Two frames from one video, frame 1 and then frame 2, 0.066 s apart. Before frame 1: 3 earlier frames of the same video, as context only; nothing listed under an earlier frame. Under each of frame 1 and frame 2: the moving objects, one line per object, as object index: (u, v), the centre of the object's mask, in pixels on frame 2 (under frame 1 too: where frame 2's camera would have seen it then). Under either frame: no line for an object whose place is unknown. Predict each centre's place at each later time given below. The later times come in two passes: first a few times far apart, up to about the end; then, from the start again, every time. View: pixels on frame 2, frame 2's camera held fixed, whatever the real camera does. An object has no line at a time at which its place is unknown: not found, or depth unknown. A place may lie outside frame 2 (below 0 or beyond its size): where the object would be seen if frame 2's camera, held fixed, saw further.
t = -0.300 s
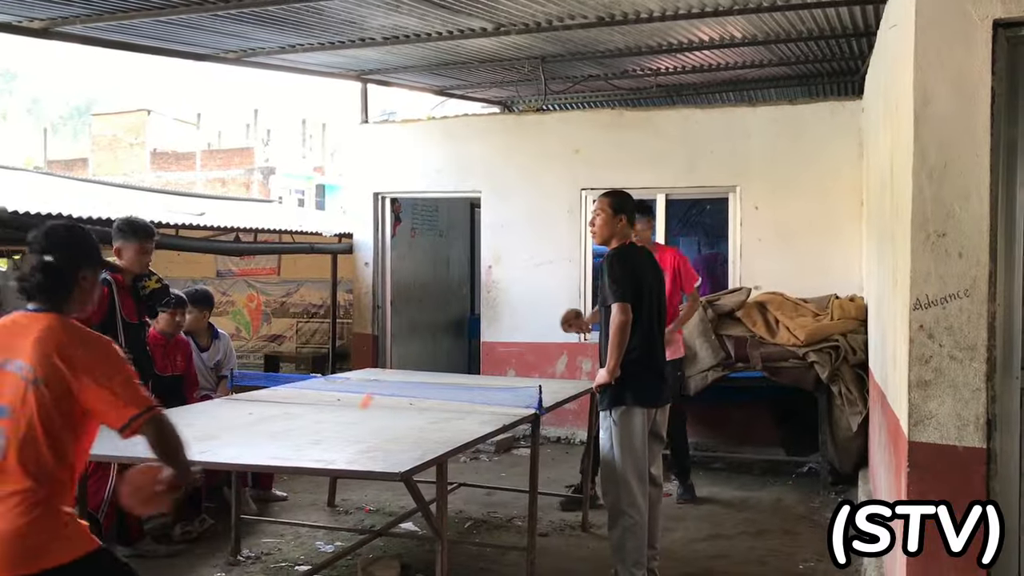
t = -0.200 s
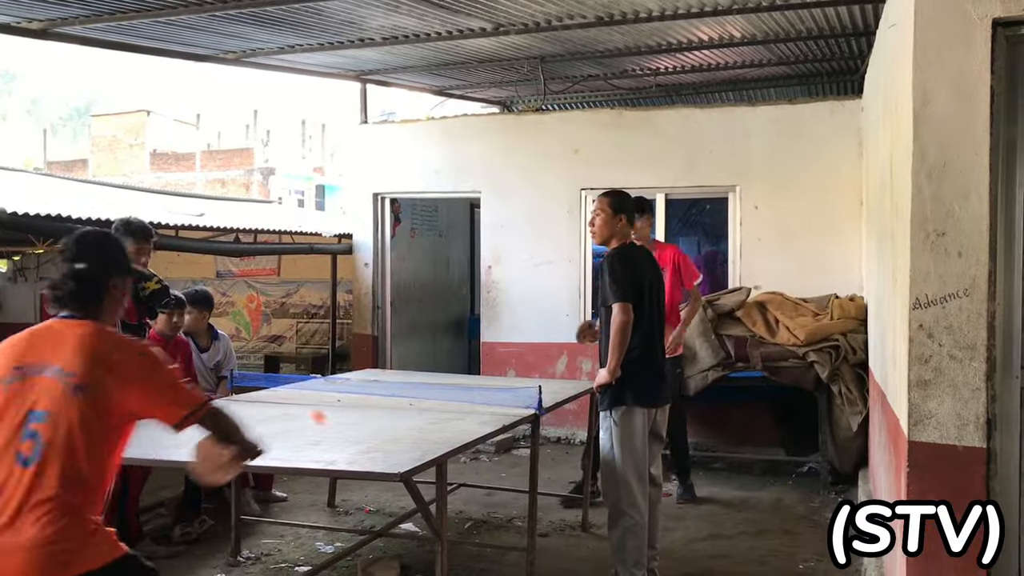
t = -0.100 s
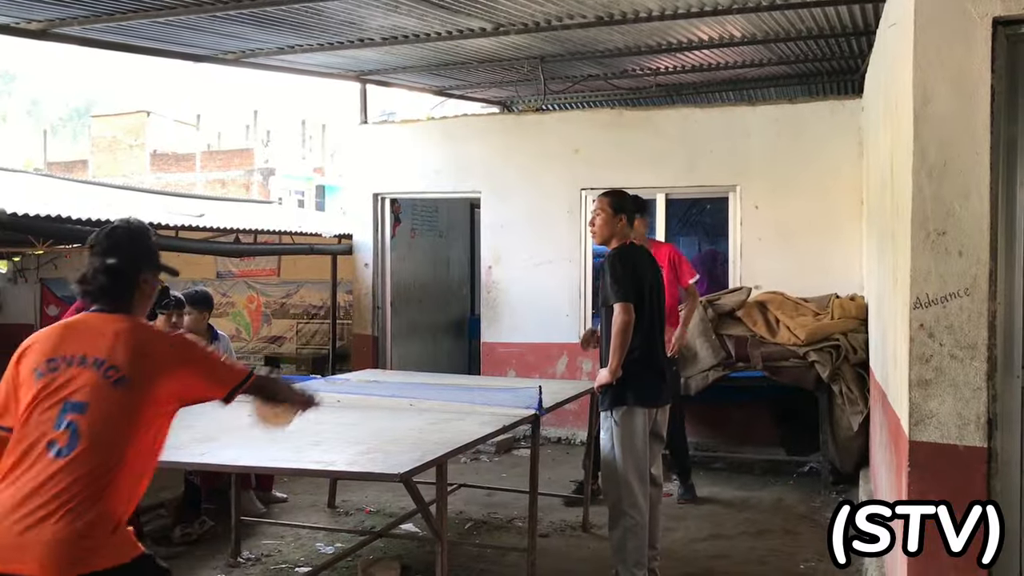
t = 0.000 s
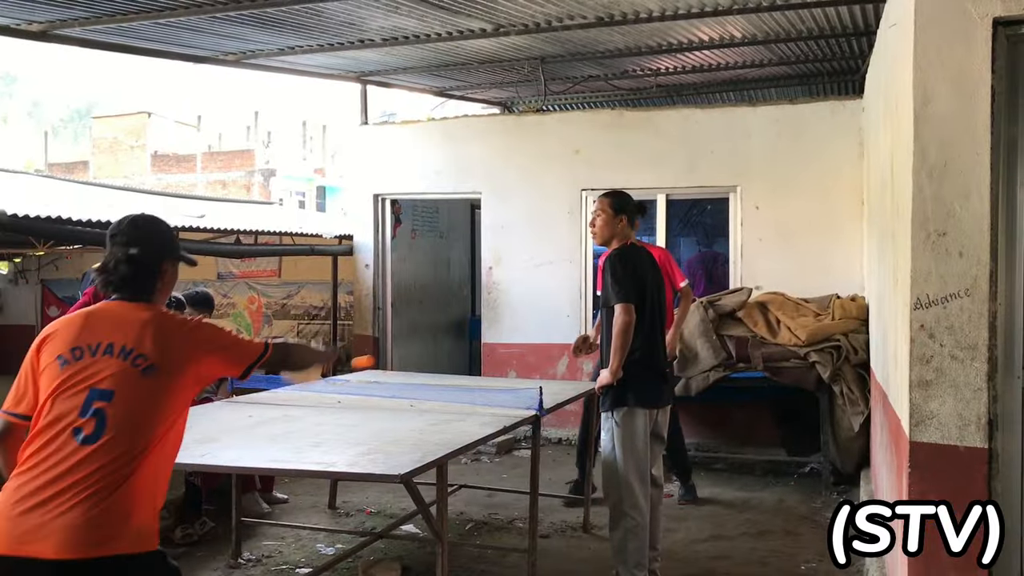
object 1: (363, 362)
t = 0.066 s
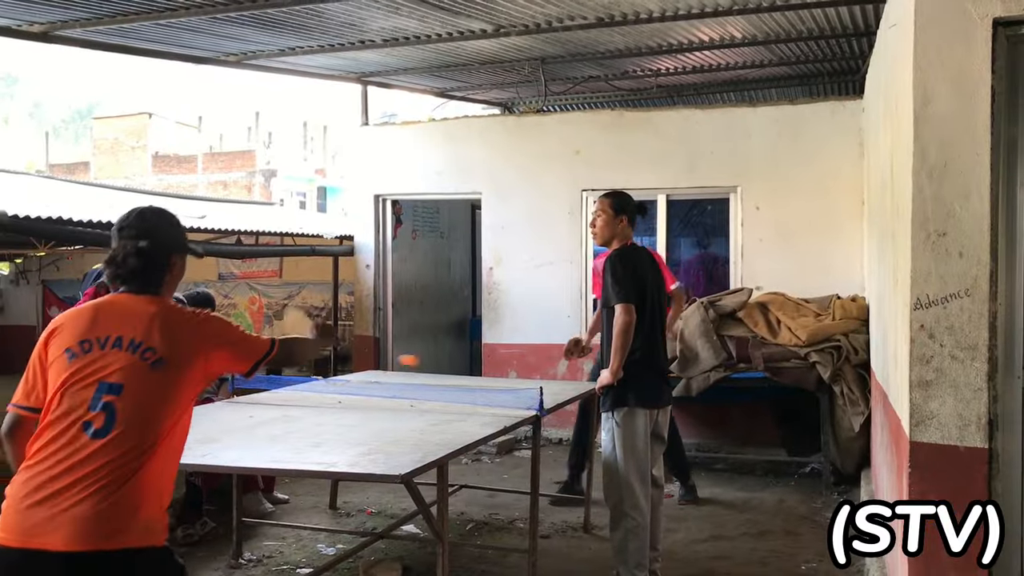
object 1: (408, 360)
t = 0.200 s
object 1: (478, 388)
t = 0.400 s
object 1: (473, 399)
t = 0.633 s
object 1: (460, 412)
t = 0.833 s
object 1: (451, 425)
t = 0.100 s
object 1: (428, 363)
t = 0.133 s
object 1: (446, 369)
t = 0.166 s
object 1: (461, 377)
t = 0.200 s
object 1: (478, 388)
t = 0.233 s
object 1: (480, 394)
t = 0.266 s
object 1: (479, 401)
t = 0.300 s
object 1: (478, 407)
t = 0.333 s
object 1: (476, 402)
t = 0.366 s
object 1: (475, 400)
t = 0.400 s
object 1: (473, 399)
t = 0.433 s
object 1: (471, 402)
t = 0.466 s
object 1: (469, 407)
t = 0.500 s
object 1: (467, 414)
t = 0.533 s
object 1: (465, 411)
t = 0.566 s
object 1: (464, 408)
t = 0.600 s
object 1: (462, 409)
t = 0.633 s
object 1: (460, 412)
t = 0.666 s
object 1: (459, 417)
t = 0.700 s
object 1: (458, 418)
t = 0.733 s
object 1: (455, 417)
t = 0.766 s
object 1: (454, 417)
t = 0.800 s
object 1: (452, 421)
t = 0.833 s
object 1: (451, 425)
